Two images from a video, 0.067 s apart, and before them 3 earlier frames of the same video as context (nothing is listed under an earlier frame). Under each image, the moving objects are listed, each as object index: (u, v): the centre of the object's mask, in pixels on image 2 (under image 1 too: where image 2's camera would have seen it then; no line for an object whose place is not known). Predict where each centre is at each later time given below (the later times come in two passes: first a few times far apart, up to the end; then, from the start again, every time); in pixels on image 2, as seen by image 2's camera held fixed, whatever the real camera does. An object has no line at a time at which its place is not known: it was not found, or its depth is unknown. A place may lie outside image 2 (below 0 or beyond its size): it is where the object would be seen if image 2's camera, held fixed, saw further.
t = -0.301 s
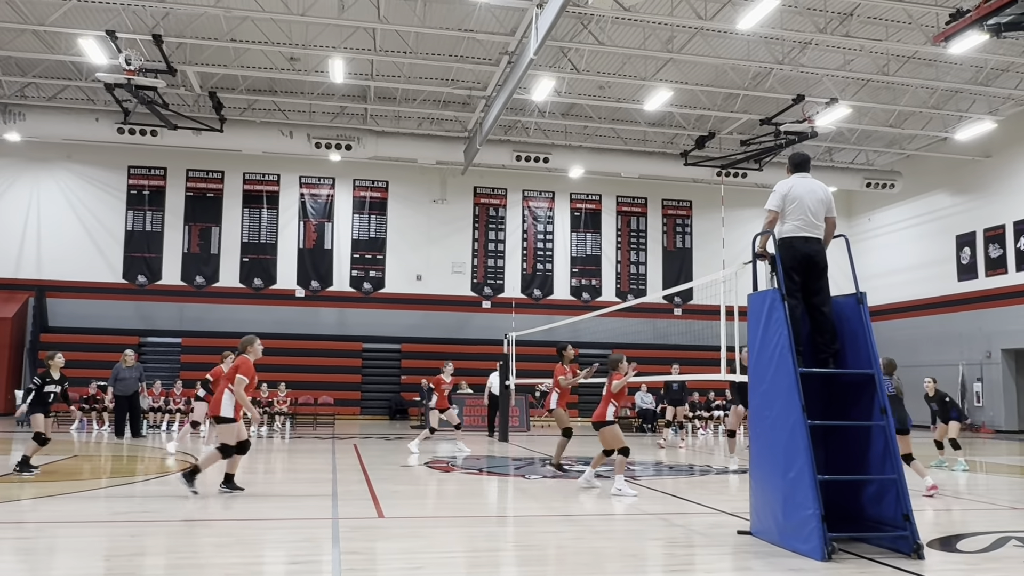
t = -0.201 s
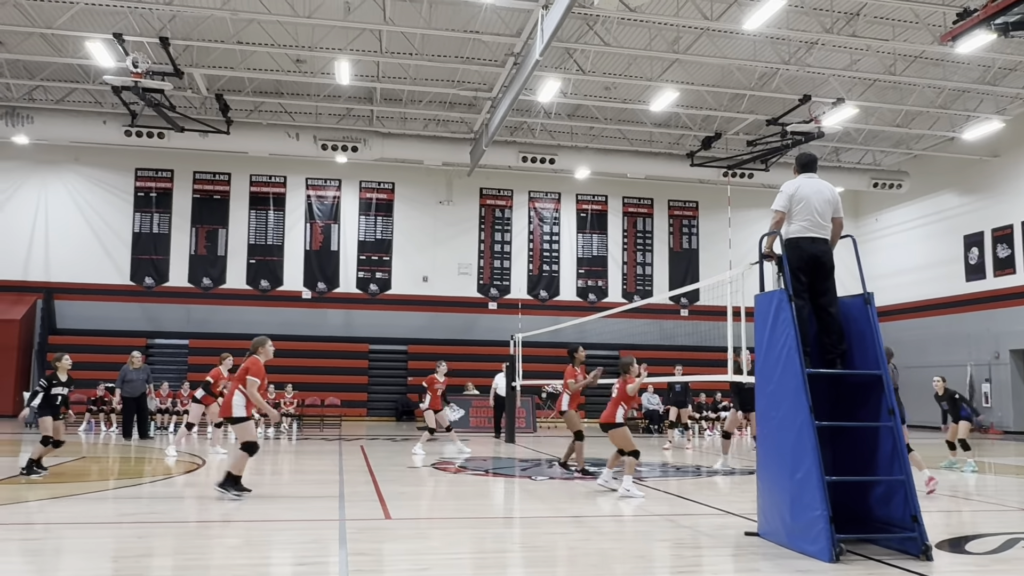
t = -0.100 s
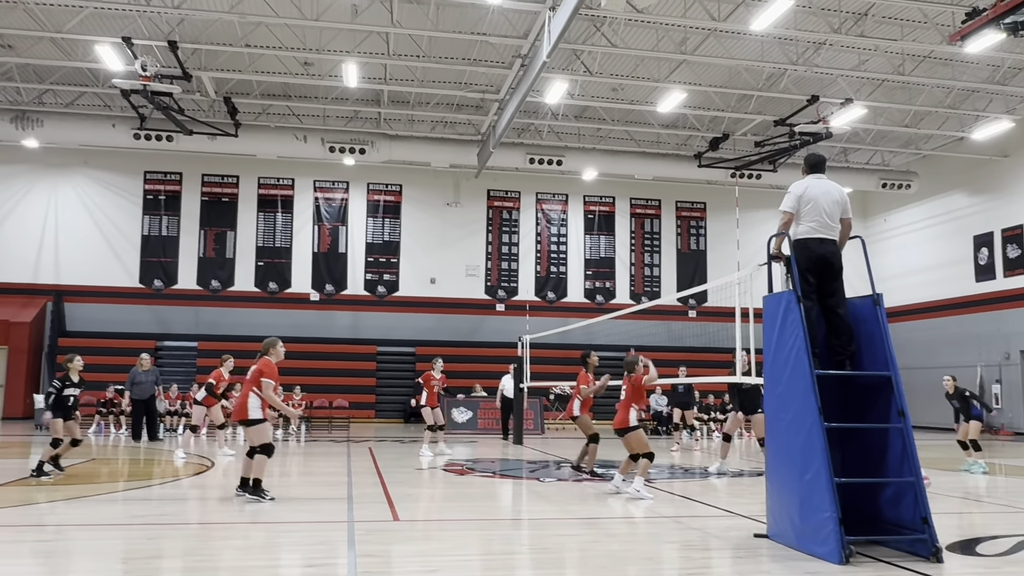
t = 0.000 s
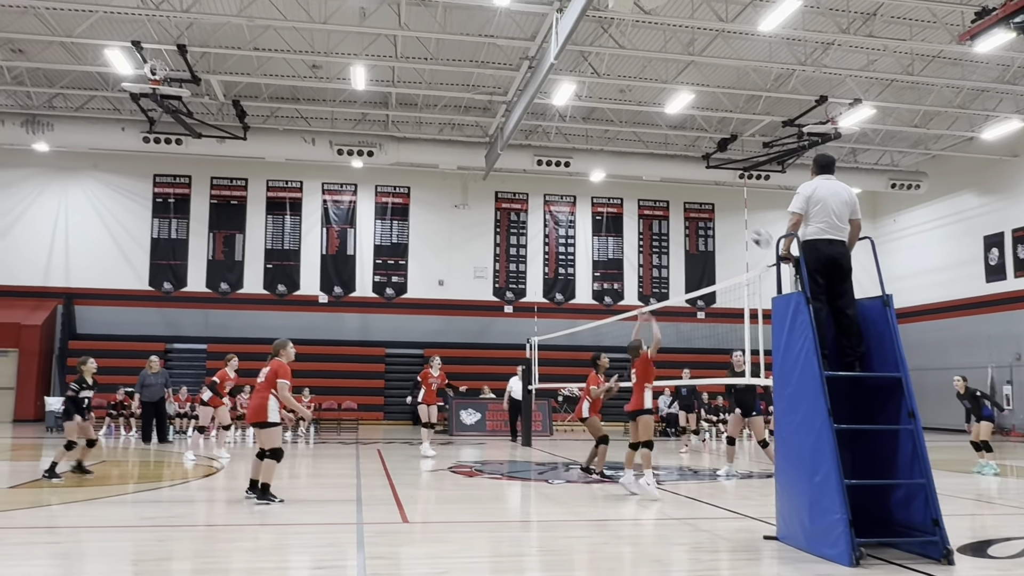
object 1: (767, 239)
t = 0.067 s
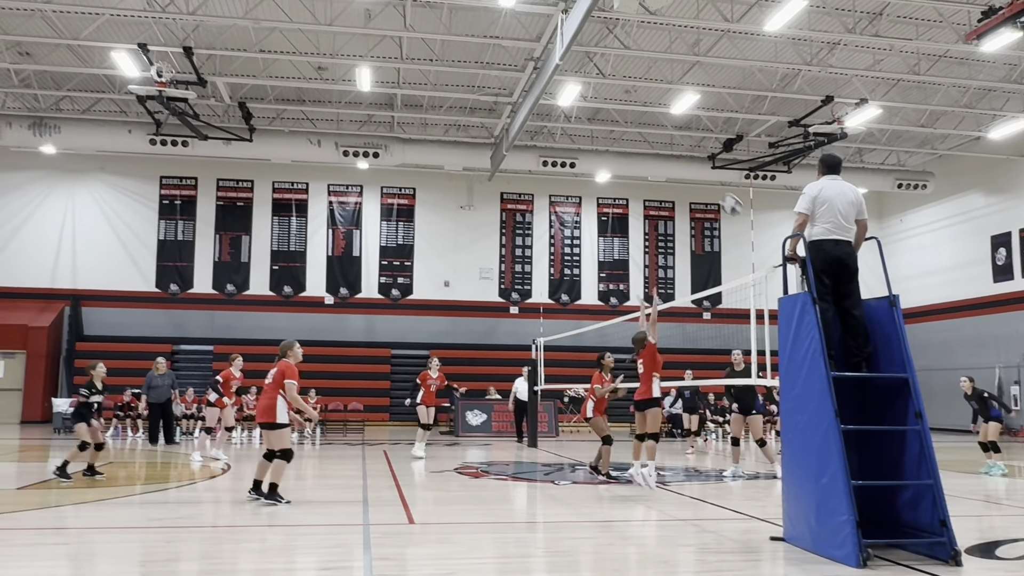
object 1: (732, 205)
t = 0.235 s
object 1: (640, 138)
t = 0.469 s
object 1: (512, 86)
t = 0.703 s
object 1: (382, 81)
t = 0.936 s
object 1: (250, 127)
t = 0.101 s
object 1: (713, 190)
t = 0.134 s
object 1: (695, 175)
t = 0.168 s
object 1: (676, 162)
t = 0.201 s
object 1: (658, 150)
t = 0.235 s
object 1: (640, 138)
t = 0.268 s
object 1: (623, 127)
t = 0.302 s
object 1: (604, 119)
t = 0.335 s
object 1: (586, 111)
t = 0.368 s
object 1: (569, 105)
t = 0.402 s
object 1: (547, 95)
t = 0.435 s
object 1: (529, 91)
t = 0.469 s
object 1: (512, 86)
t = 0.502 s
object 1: (494, 82)
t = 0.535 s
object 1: (476, 80)
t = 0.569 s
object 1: (457, 78)
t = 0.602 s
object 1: (438, 77)
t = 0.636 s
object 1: (418, 77)
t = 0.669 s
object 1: (401, 79)
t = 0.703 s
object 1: (382, 81)
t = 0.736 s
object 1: (361, 85)
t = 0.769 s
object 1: (344, 89)
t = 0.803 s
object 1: (325, 94)
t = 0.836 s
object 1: (306, 101)
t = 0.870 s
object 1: (285, 109)
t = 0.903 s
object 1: (267, 117)
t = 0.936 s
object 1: (250, 127)
